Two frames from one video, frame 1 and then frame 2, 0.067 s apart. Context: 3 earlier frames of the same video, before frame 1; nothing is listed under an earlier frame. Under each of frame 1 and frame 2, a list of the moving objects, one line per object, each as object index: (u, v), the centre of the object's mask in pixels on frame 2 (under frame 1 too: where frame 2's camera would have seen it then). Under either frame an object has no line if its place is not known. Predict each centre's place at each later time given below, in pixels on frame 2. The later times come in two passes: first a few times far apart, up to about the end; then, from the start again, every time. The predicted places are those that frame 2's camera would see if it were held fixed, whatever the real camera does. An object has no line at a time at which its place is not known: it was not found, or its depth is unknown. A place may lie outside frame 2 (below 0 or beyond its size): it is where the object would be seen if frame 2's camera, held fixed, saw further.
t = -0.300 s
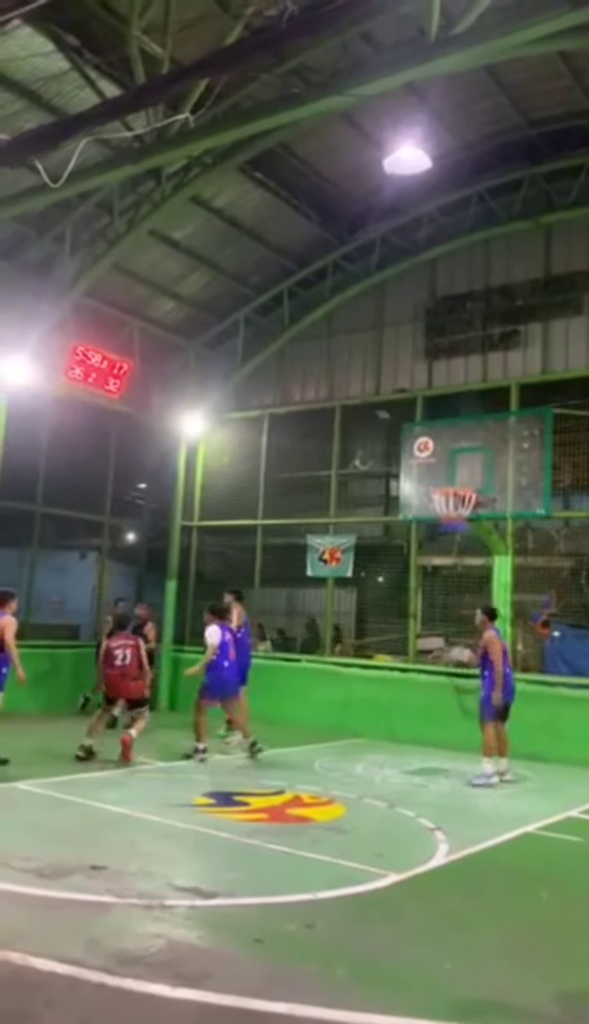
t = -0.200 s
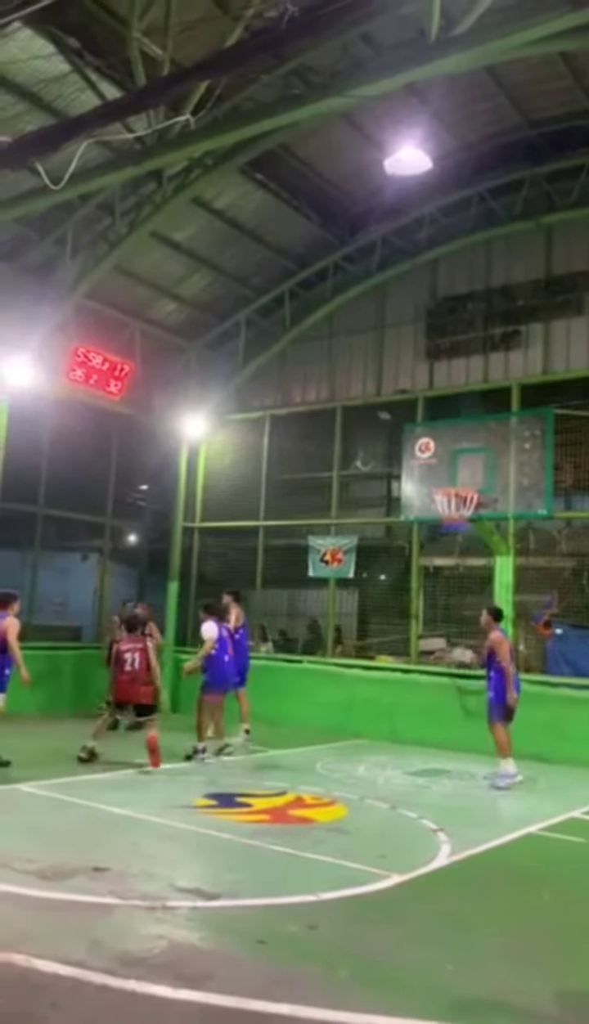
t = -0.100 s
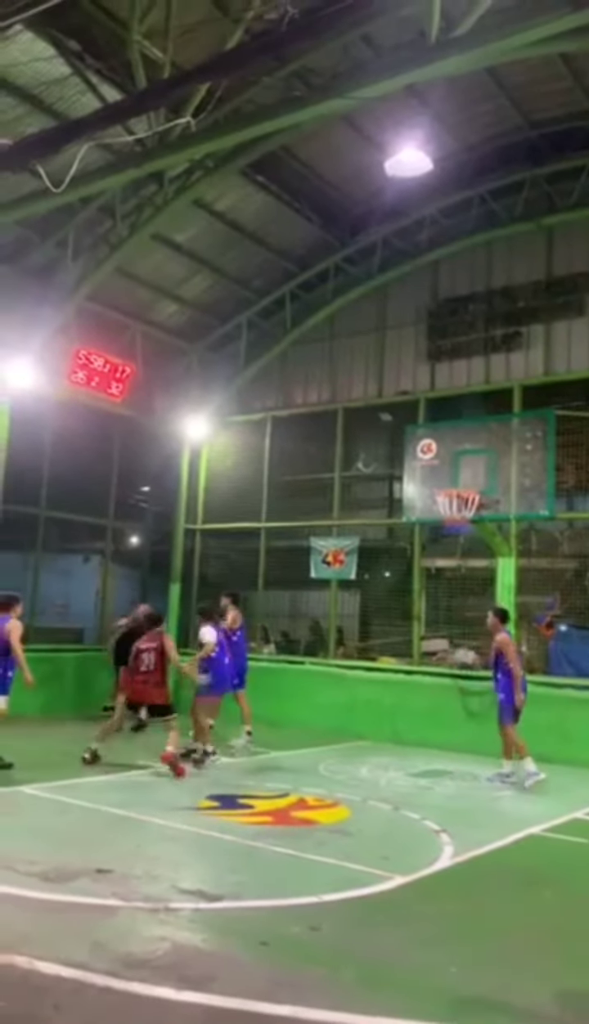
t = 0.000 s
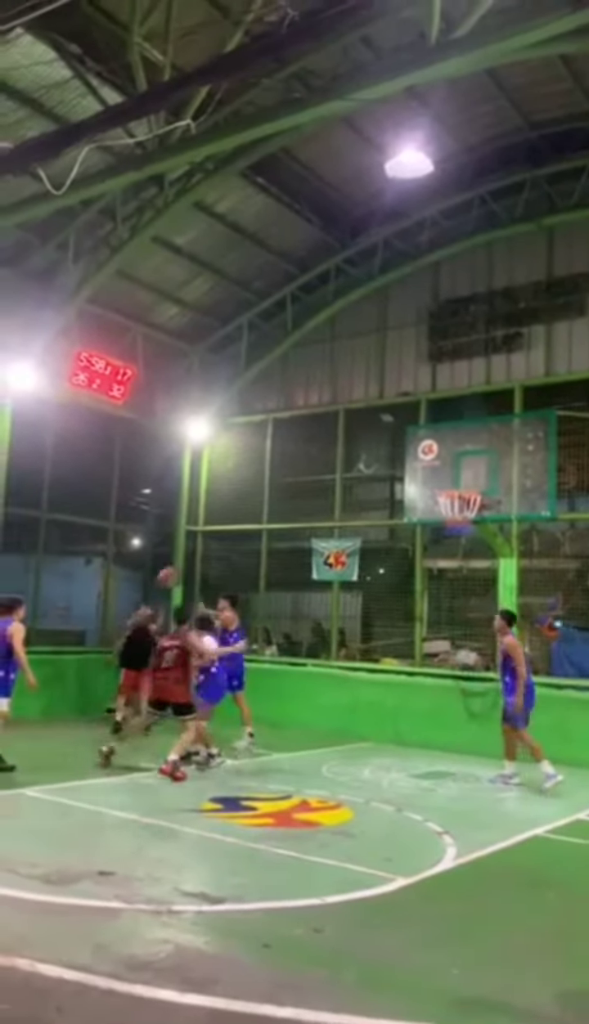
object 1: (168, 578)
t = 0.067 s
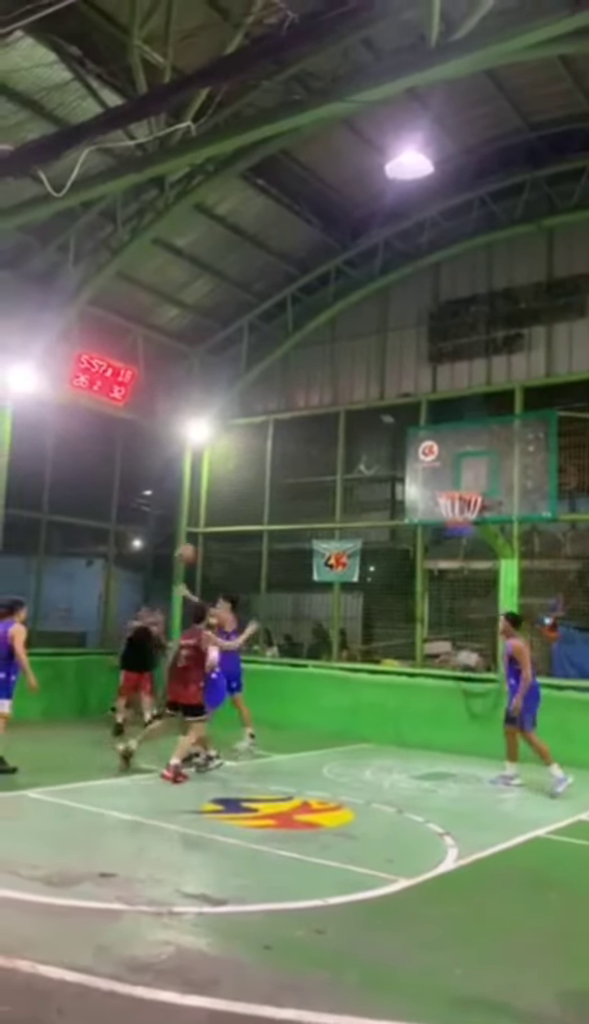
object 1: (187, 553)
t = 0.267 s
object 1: (243, 492)
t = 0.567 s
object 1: (355, 451)
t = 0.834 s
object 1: (518, 502)
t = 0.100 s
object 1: (194, 542)
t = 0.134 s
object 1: (203, 532)
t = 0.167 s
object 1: (213, 521)
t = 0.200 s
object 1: (222, 510)
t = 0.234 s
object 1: (233, 500)
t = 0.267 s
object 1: (243, 492)
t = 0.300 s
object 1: (252, 484)
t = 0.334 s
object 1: (265, 478)
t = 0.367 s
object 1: (274, 472)
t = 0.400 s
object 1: (289, 464)
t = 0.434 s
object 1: (300, 461)
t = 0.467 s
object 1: (312, 458)
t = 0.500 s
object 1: (325, 454)
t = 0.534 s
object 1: (340, 450)
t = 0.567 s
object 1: (355, 451)
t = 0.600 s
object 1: (371, 449)
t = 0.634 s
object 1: (389, 452)
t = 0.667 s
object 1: (404, 458)
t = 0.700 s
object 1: (427, 460)
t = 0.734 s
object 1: (448, 468)
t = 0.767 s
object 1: (470, 477)
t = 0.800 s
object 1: (492, 491)
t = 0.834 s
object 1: (518, 502)
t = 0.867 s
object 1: (548, 516)
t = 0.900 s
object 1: (577, 538)
